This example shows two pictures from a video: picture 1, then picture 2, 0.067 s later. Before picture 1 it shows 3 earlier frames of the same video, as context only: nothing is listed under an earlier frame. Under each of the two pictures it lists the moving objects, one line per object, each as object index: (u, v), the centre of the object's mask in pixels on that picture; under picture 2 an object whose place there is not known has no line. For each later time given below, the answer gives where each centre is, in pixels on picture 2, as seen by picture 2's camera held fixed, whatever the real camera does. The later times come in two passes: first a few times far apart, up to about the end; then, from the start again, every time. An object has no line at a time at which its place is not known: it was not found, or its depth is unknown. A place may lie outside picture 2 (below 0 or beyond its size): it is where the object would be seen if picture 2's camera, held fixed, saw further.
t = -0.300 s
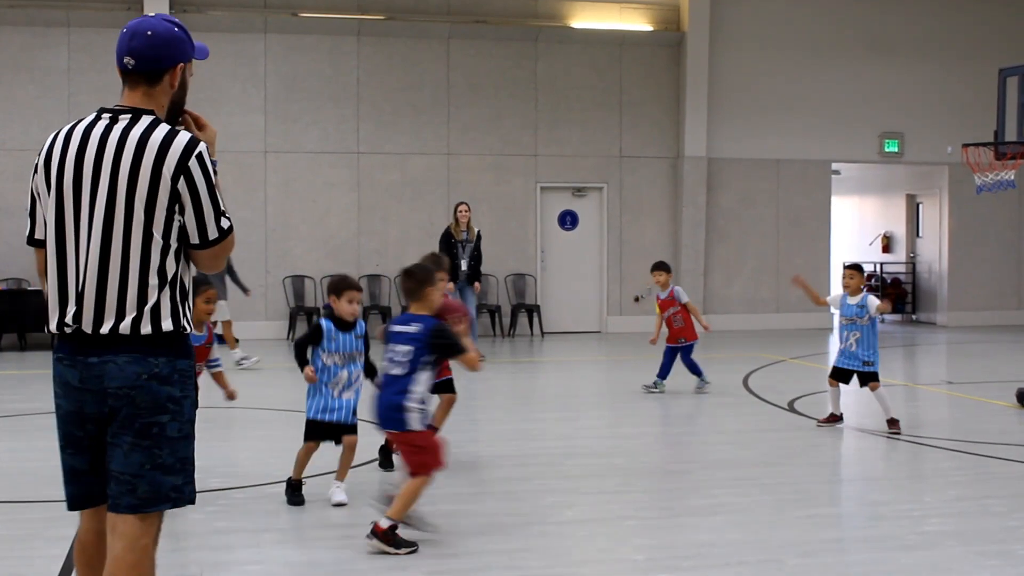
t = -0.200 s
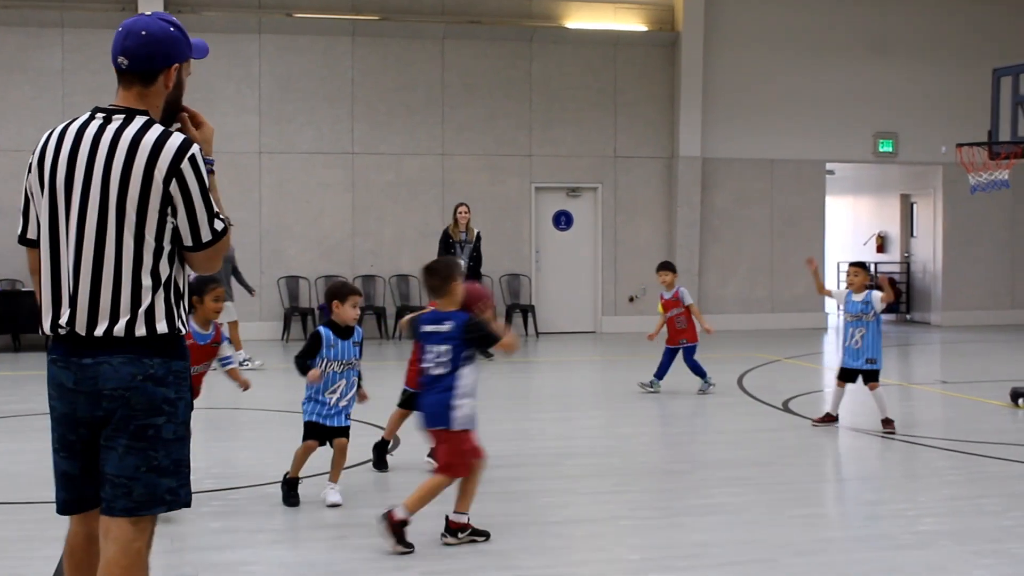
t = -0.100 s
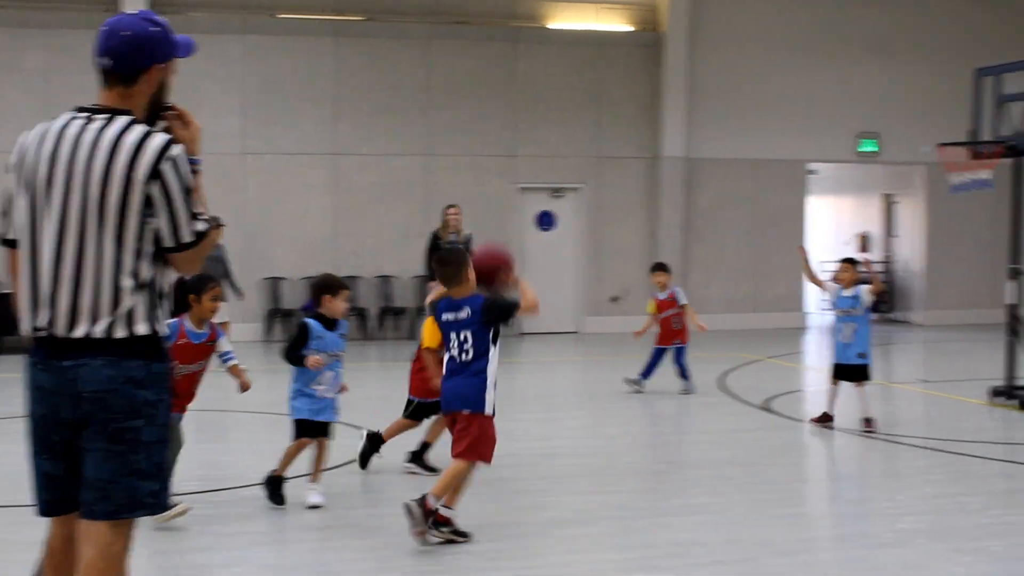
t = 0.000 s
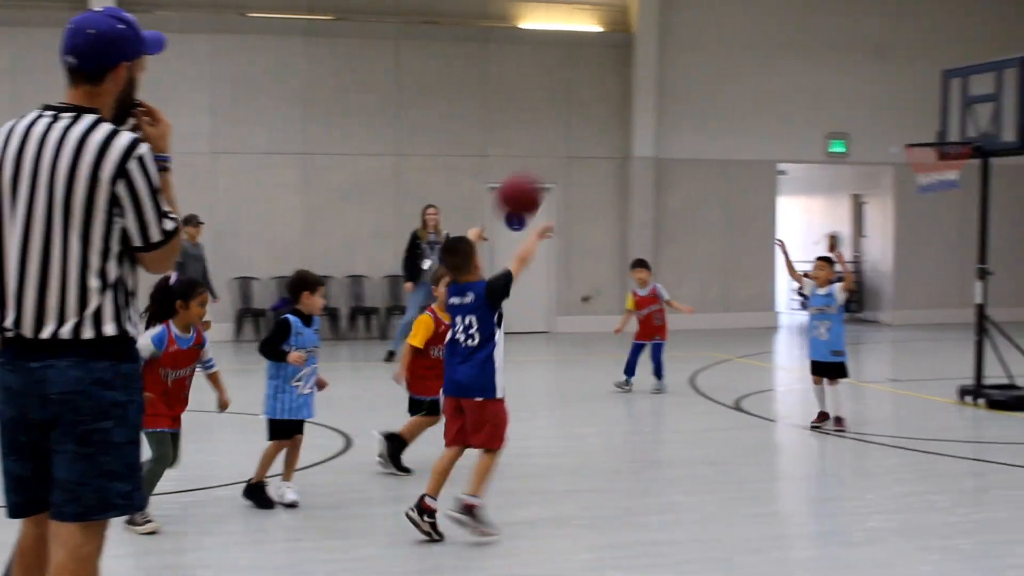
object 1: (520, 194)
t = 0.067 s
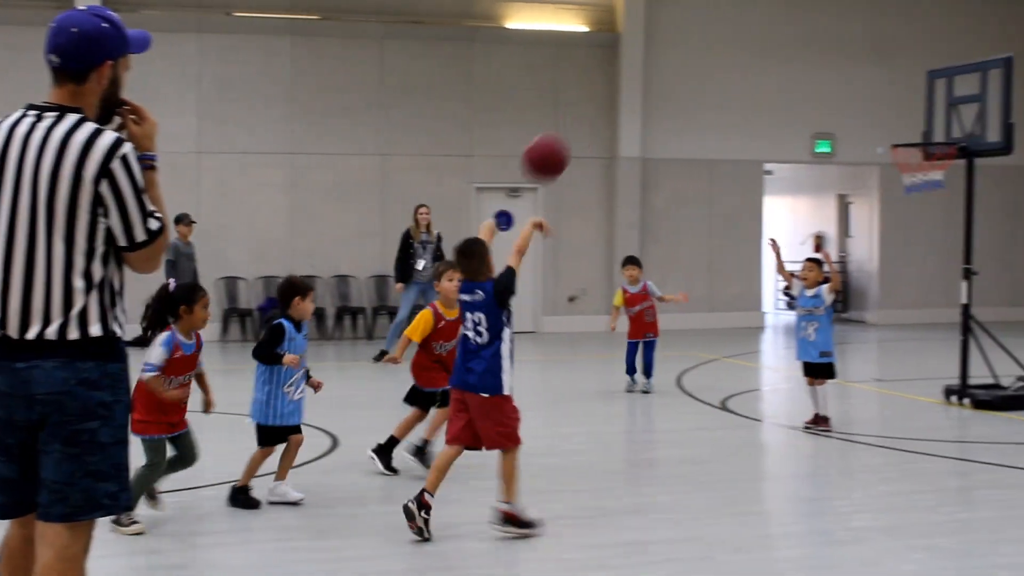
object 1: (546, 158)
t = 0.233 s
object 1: (636, 106)
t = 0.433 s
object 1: (728, 114)
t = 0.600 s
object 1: (797, 168)
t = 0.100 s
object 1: (565, 143)
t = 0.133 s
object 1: (584, 129)
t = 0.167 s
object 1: (601, 120)
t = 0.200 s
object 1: (618, 111)
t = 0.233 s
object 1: (636, 106)
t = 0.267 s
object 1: (652, 102)
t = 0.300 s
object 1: (668, 100)
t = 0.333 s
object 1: (684, 101)
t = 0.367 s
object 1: (699, 103)
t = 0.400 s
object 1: (714, 108)
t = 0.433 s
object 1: (728, 114)
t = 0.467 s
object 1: (743, 122)
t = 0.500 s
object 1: (757, 131)
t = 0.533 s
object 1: (770, 141)
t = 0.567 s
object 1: (784, 153)
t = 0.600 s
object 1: (797, 168)
